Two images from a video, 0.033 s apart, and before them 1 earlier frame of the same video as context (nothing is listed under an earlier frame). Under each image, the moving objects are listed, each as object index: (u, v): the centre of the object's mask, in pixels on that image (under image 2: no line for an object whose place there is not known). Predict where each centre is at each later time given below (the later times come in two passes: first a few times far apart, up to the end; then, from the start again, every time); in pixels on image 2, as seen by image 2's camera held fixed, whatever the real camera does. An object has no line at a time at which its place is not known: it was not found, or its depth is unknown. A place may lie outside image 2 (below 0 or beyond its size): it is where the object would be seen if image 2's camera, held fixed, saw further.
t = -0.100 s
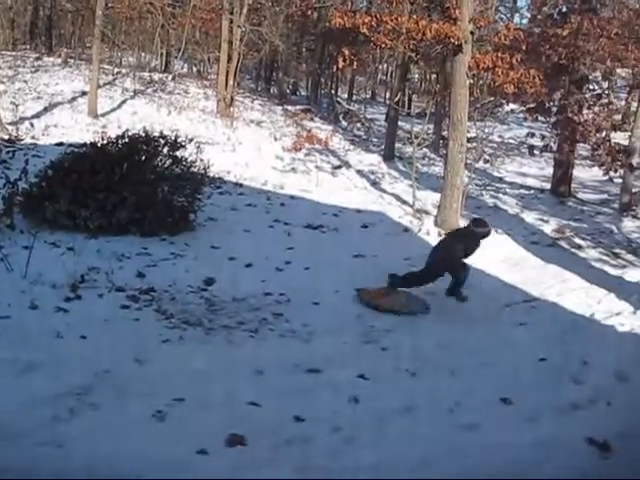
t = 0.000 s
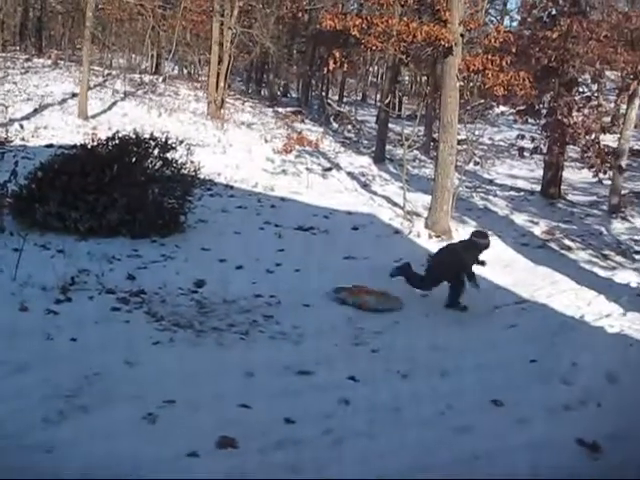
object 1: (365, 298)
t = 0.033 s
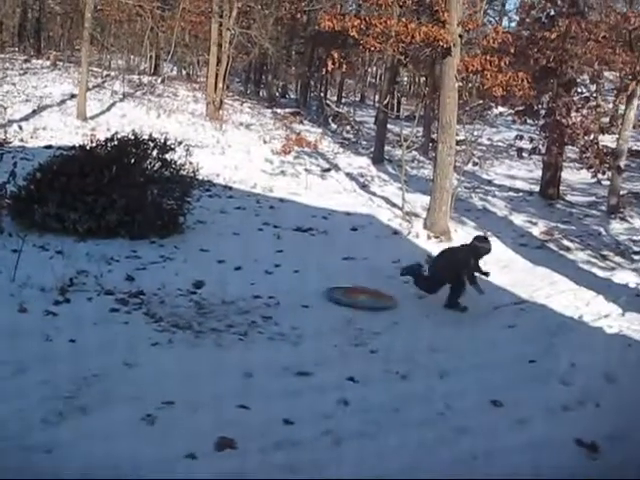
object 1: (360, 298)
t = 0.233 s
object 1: (337, 289)
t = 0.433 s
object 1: (318, 284)
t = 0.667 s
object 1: (305, 277)
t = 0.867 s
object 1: (296, 272)
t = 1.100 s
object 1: (290, 268)
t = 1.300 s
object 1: (288, 265)
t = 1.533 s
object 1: (284, 262)
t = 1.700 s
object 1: (286, 260)
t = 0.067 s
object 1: (356, 296)
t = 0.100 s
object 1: (352, 295)
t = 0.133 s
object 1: (348, 293)
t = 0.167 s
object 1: (344, 292)
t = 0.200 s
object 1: (340, 291)
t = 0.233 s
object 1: (337, 289)
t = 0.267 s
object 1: (333, 288)
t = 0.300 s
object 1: (330, 287)
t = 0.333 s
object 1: (325, 286)
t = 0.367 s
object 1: (322, 285)
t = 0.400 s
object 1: (321, 285)
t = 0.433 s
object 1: (318, 284)
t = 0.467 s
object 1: (317, 283)
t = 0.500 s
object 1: (314, 282)
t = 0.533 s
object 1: (313, 281)
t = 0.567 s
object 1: (310, 280)
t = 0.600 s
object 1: (308, 279)
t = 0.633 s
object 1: (306, 278)
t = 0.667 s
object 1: (305, 277)
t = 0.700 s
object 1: (304, 276)
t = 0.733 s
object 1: (301, 275)
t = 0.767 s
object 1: (300, 275)
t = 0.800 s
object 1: (298, 274)
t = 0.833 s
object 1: (297, 273)
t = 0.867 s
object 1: (296, 272)
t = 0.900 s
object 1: (294, 272)
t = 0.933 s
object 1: (294, 271)
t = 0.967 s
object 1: (292, 270)
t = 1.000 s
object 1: (291, 269)
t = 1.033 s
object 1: (290, 269)
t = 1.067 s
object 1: (290, 268)
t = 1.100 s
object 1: (290, 268)
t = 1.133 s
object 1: (290, 267)
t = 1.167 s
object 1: (290, 267)
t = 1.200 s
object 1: (289, 267)
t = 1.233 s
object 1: (289, 266)
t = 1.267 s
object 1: (289, 266)
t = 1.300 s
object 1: (288, 265)
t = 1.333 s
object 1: (287, 265)
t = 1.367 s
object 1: (286, 264)
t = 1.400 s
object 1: (285, 263)
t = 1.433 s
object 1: (285, 263)
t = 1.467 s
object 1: (284, 263)
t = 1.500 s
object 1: (285, 263)
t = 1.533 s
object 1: (284, 262)
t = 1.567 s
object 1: (284, 261)
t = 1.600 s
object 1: (285, 261)
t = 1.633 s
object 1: (285, 260)
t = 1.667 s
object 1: (285, 261)
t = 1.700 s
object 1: (286, 260)
